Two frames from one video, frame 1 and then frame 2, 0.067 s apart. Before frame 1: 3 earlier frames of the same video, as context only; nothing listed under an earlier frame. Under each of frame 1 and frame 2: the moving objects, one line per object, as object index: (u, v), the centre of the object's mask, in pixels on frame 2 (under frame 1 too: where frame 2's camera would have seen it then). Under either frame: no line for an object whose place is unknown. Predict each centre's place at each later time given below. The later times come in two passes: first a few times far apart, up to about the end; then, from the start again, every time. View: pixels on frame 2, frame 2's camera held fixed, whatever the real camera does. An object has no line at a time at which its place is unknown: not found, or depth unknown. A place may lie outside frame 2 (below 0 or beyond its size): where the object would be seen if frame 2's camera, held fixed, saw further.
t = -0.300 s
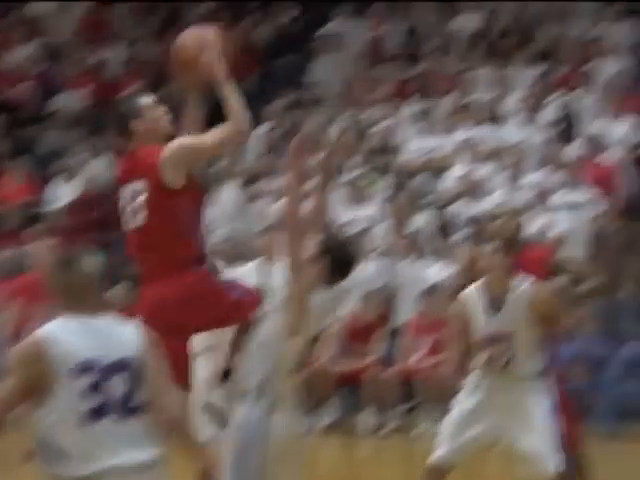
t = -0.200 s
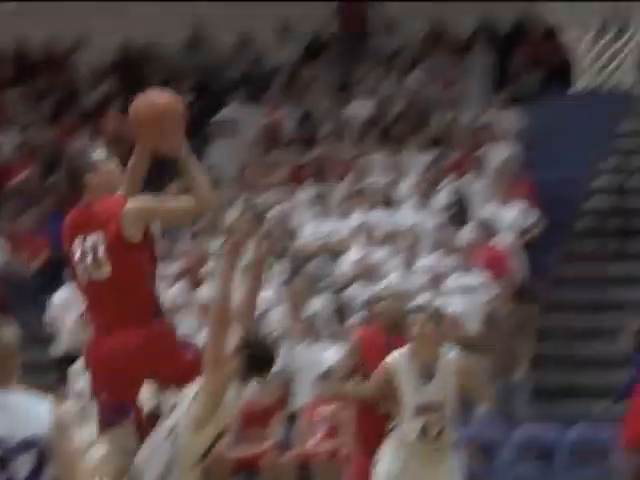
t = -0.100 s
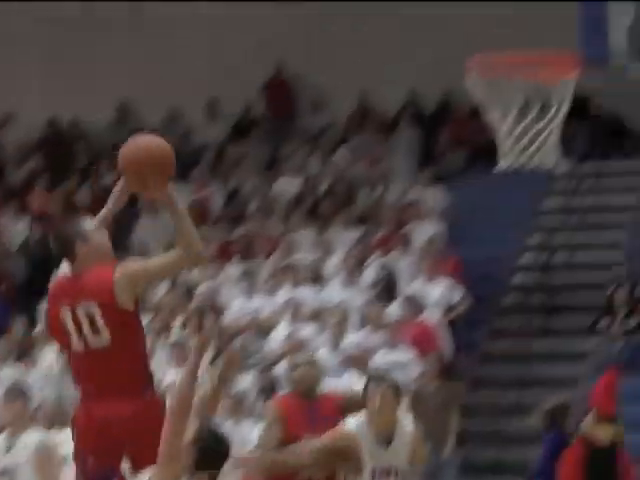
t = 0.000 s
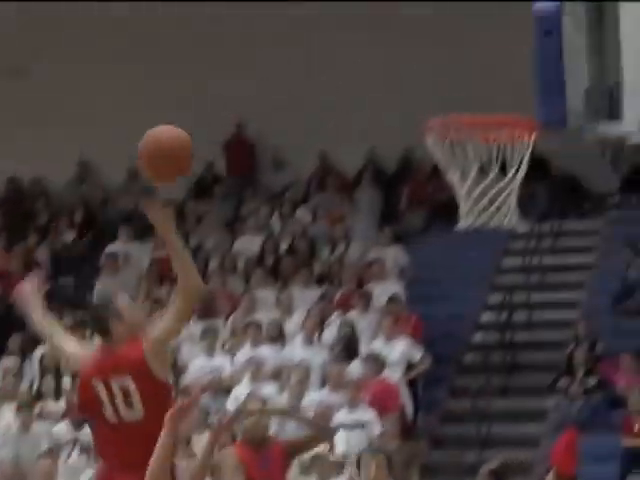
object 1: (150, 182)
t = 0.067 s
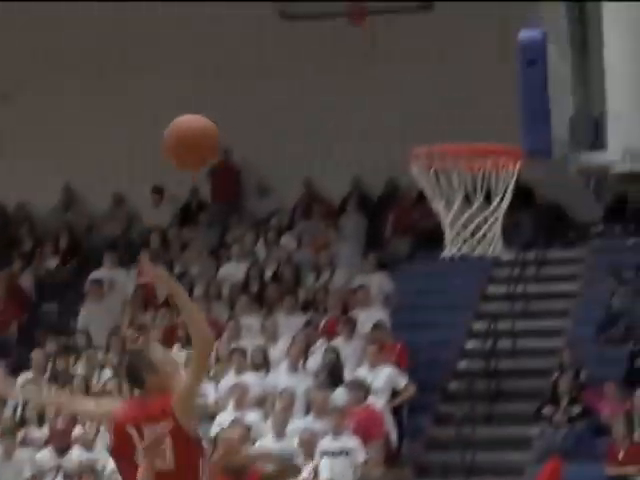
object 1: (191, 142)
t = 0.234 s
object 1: (290, 92)
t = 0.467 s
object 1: (429, 125)
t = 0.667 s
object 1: (522, 213)
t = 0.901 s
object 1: (534, 292)
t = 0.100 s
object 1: (211, 127)
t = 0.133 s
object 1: (231, 114)
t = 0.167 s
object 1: (250, 103)
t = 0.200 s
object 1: (270, 96)
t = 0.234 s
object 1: (290, 92)
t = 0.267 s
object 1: (309, 89)
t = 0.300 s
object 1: (329, 90)
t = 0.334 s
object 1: (349, 92)
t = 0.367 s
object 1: (369, 98)
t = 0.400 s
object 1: (389, 105)
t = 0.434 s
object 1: (409, 116)
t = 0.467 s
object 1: (429, 125)
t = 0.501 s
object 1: (446, 132)
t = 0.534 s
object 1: (467, 163)
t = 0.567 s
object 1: (489, 183)
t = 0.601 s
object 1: (507, 200)
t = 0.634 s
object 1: (518, 211)
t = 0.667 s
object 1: (522, 213)
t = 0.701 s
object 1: (524, 219)
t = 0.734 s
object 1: (525, 225)
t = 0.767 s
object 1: (527, 232)
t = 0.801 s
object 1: (530, 242)
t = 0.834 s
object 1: (531, 256)
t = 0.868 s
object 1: (532, 272)
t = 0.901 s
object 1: (534, 292)
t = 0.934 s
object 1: (536, 312)
